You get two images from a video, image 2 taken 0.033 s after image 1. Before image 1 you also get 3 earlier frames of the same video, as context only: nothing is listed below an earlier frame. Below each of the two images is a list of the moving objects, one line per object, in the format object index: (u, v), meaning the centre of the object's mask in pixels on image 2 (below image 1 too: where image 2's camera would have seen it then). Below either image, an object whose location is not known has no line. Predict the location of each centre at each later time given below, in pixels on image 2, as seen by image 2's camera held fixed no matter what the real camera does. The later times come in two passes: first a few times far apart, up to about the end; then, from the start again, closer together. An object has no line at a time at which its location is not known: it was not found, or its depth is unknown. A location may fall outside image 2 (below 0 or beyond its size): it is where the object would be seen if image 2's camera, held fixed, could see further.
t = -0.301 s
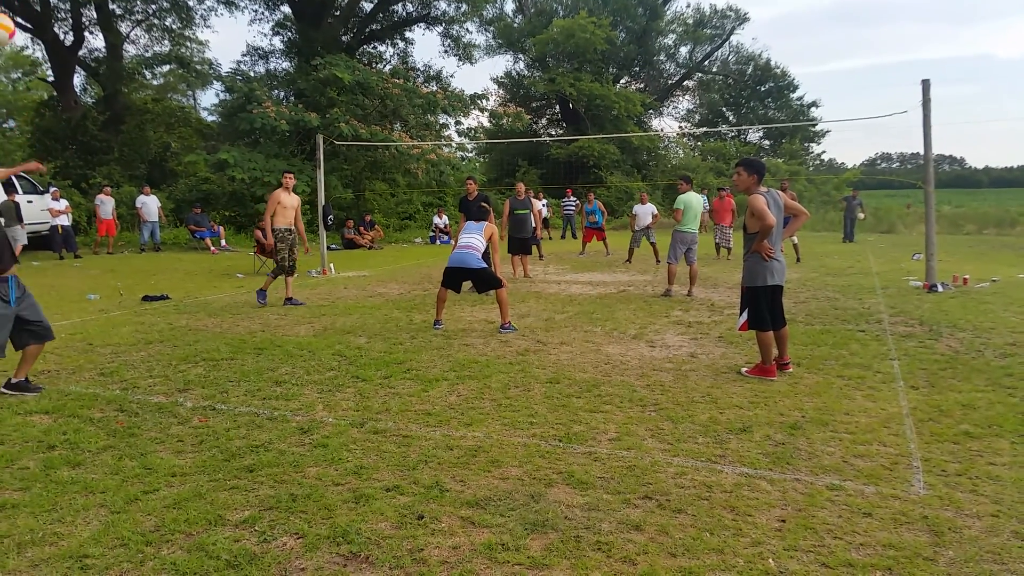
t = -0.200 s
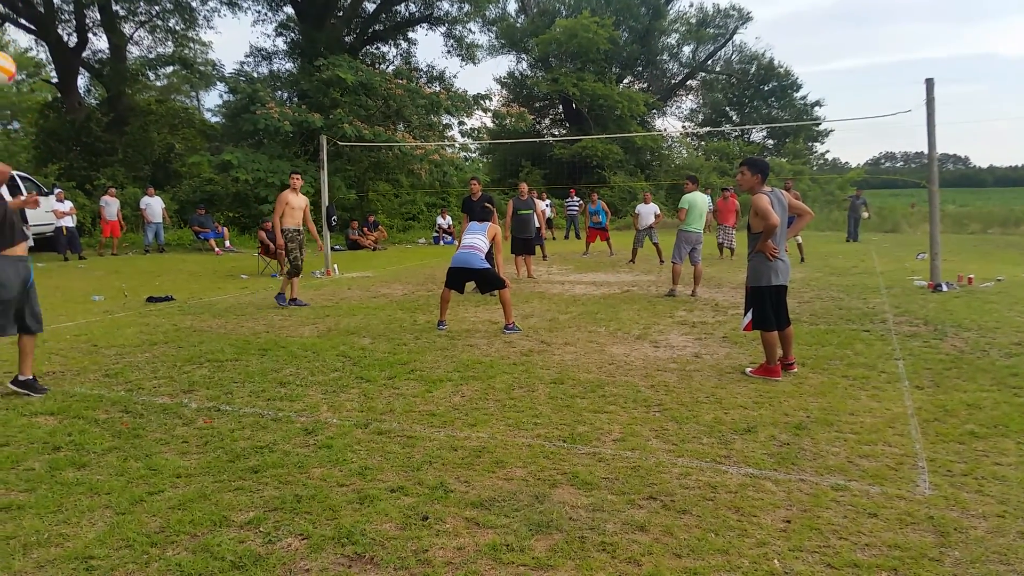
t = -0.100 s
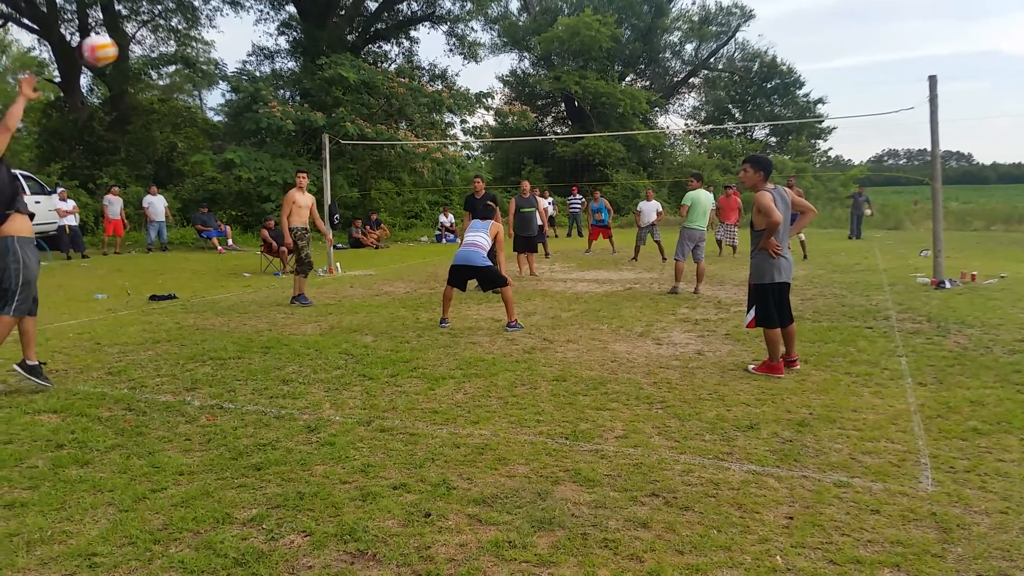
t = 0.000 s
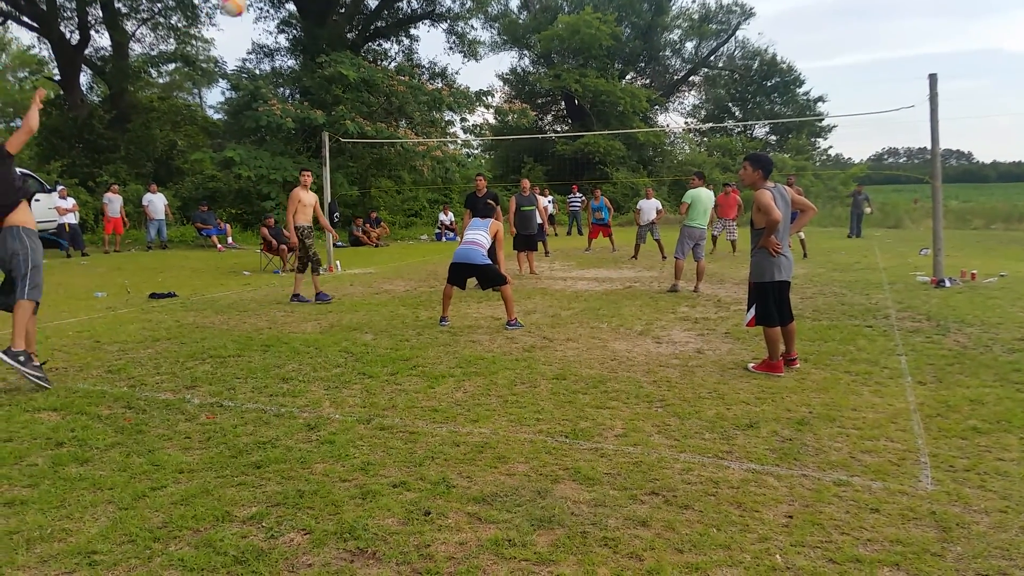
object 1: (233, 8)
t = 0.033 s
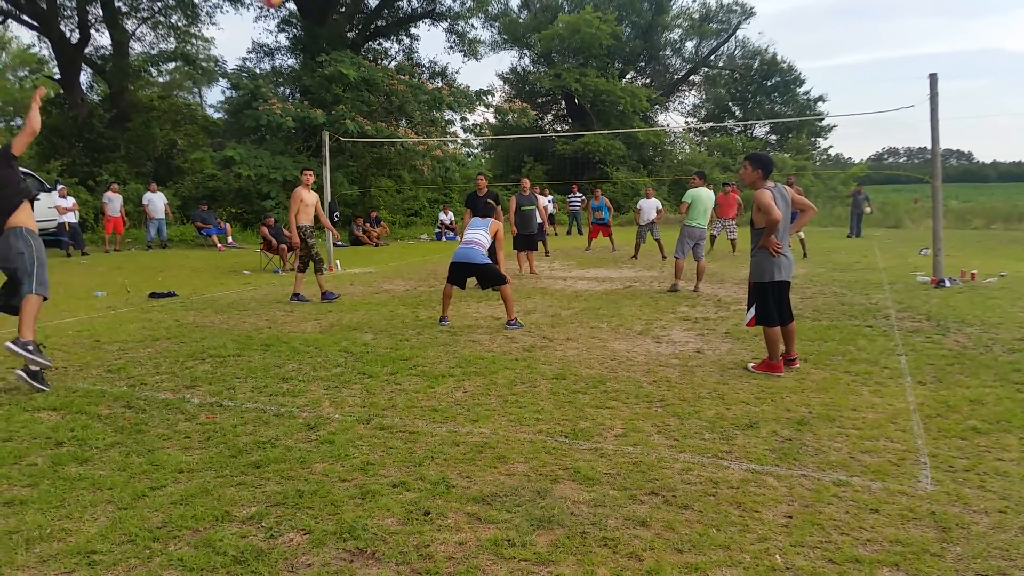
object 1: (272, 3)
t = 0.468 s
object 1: (528, 24)
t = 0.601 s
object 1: (566, 56)
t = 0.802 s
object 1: (608, 111)
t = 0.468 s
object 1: (528, 24)
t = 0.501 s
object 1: (539, 32)
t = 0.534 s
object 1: (548, 40)
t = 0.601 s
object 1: (566, 56)
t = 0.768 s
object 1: (602, 102)
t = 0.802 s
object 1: (608, 111)
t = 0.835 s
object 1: (613, 122)
